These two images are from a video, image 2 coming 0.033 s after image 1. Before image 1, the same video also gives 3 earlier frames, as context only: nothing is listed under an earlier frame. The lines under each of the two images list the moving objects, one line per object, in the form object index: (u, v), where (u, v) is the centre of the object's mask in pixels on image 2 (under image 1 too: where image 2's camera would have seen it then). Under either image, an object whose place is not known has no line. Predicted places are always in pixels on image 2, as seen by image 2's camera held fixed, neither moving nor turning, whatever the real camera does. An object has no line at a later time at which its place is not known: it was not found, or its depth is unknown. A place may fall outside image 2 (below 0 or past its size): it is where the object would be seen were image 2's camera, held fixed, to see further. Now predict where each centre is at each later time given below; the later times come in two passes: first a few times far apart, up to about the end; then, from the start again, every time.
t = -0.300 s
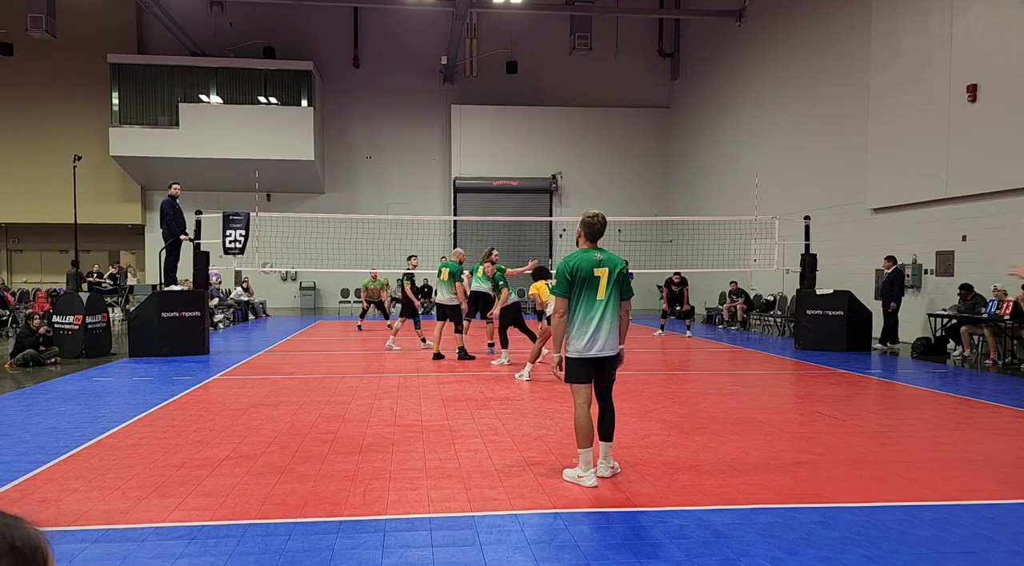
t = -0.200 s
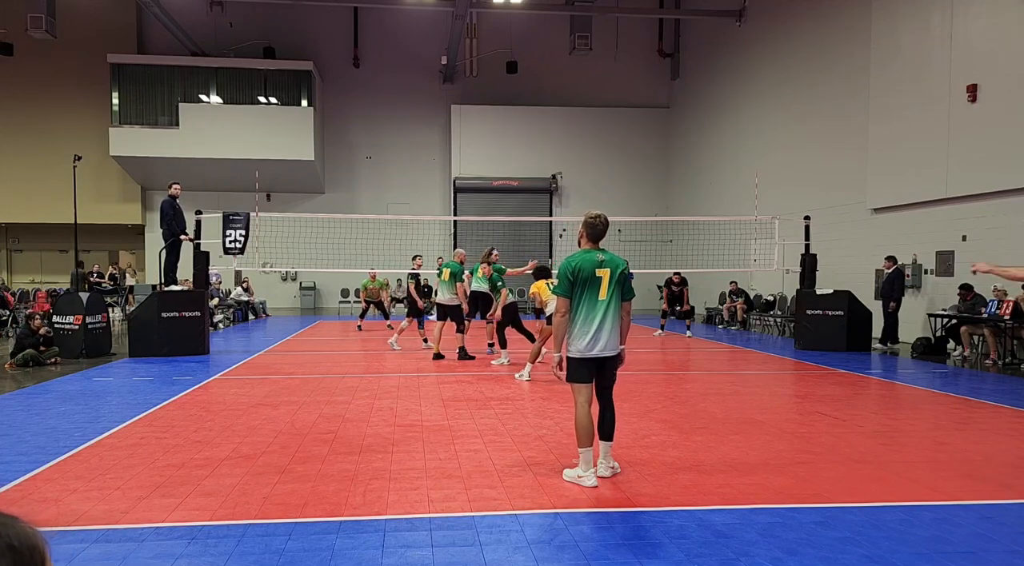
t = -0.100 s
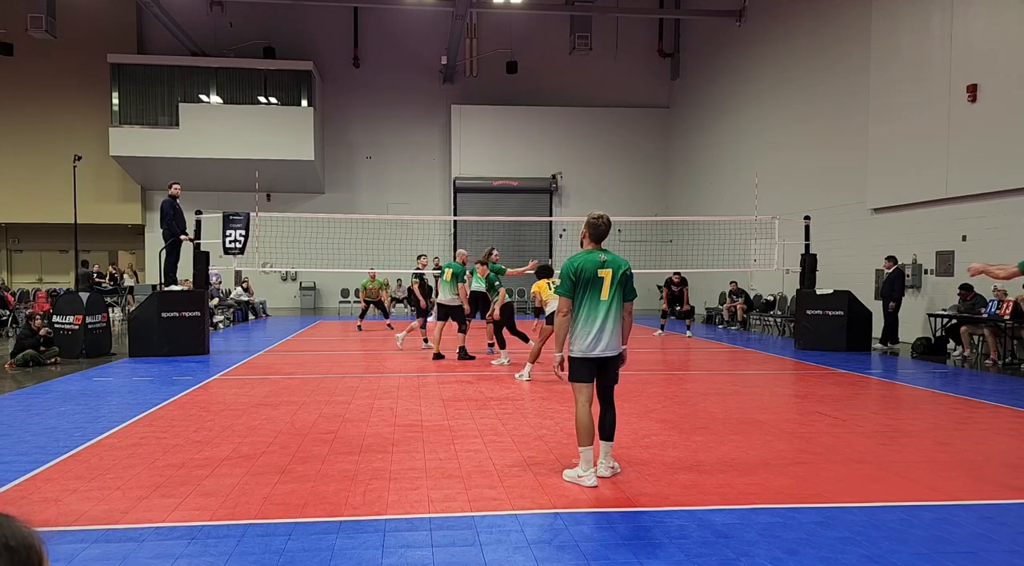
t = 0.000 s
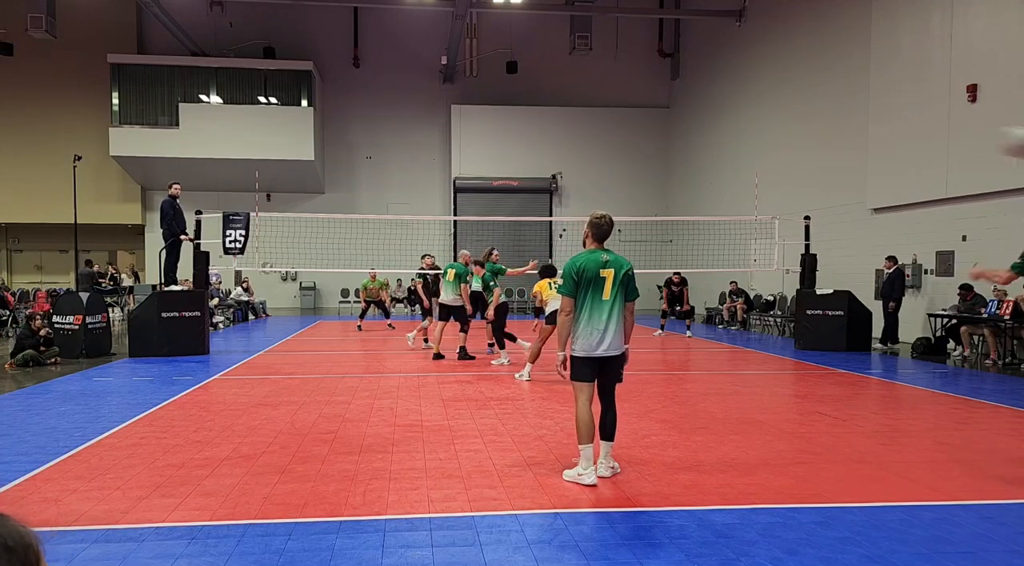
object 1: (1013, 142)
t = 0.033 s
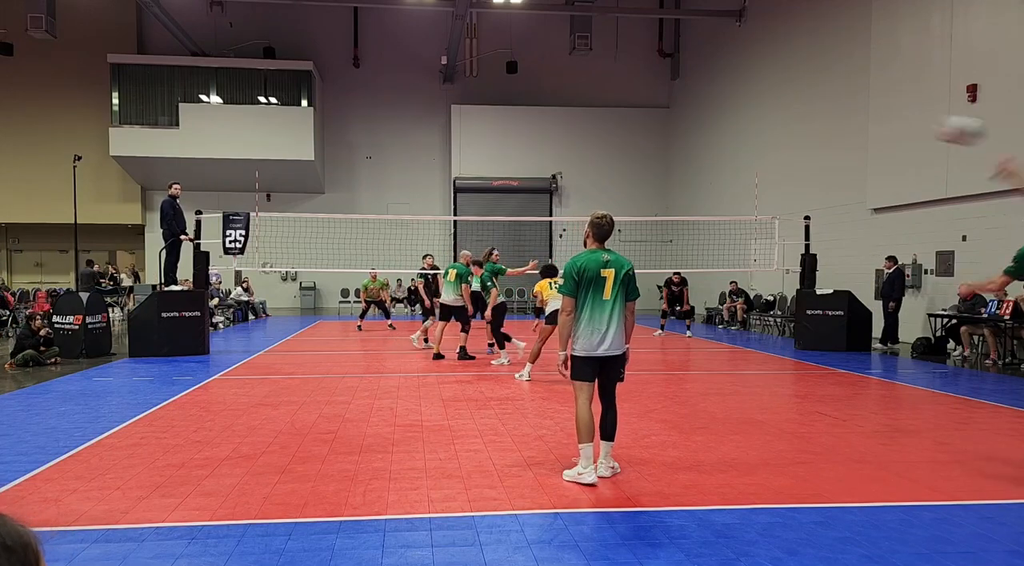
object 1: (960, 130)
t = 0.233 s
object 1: (714, 102)
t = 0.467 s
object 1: (575, 124)
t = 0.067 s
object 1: (903, 120)
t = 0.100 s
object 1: (855, 112)
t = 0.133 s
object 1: (812, 107)
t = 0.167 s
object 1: (776, 104)
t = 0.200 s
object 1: (743, 103)
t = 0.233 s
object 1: (714, 102)
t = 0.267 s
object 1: (688, 103)
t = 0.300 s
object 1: (664, 104)
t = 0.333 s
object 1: (644, 107)
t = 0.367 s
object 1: (623, 110)
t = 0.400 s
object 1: (606, 114)
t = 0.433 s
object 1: (590, 118)
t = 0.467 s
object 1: (575, 124)
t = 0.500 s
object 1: (560, 130)
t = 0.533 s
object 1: (547, 135)
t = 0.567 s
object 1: (536, 141)
